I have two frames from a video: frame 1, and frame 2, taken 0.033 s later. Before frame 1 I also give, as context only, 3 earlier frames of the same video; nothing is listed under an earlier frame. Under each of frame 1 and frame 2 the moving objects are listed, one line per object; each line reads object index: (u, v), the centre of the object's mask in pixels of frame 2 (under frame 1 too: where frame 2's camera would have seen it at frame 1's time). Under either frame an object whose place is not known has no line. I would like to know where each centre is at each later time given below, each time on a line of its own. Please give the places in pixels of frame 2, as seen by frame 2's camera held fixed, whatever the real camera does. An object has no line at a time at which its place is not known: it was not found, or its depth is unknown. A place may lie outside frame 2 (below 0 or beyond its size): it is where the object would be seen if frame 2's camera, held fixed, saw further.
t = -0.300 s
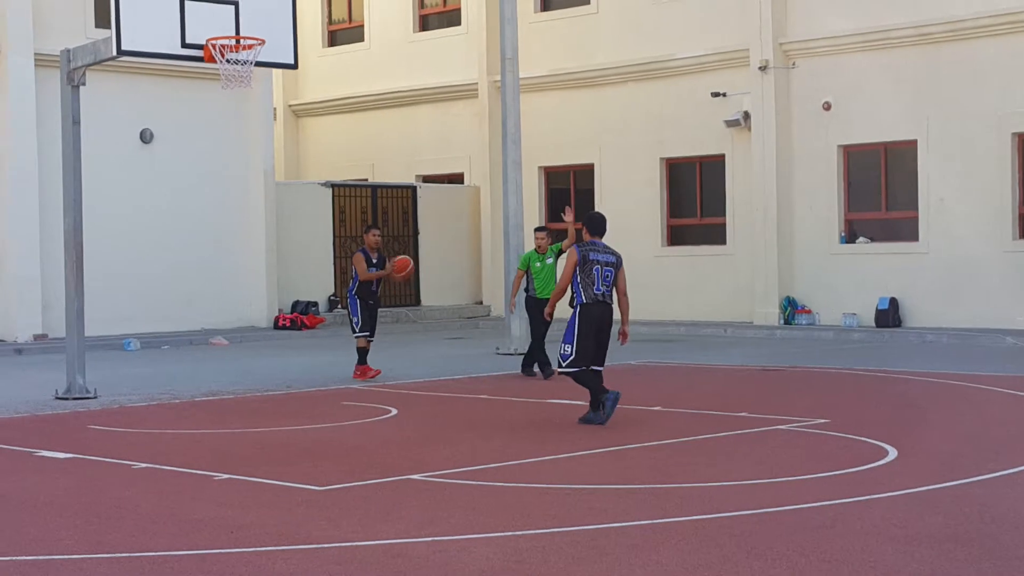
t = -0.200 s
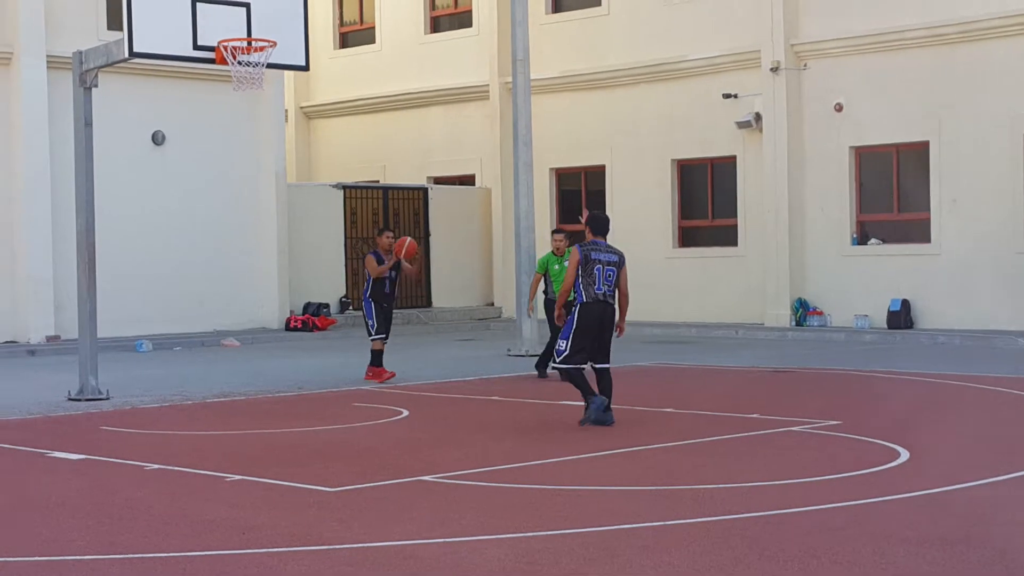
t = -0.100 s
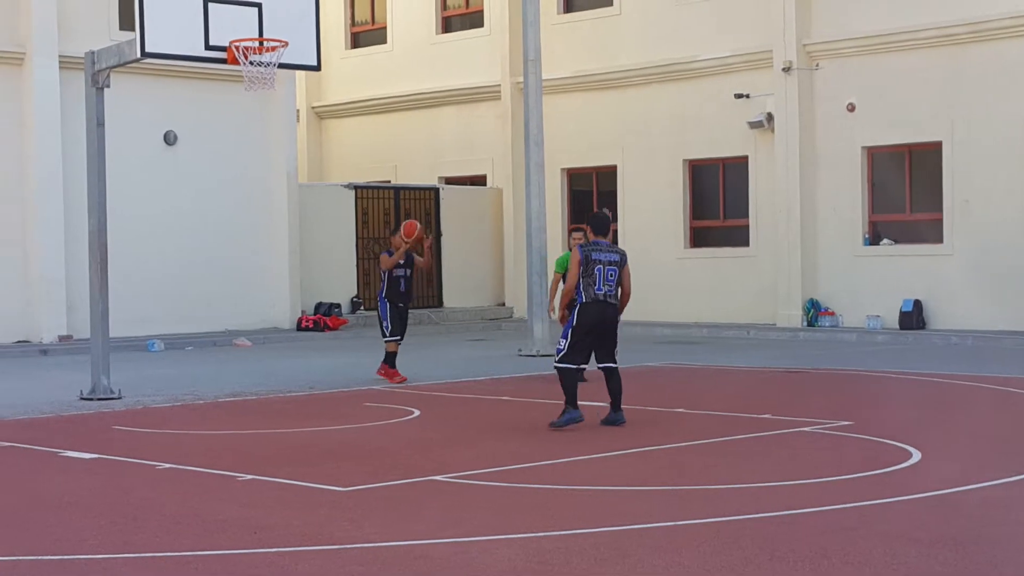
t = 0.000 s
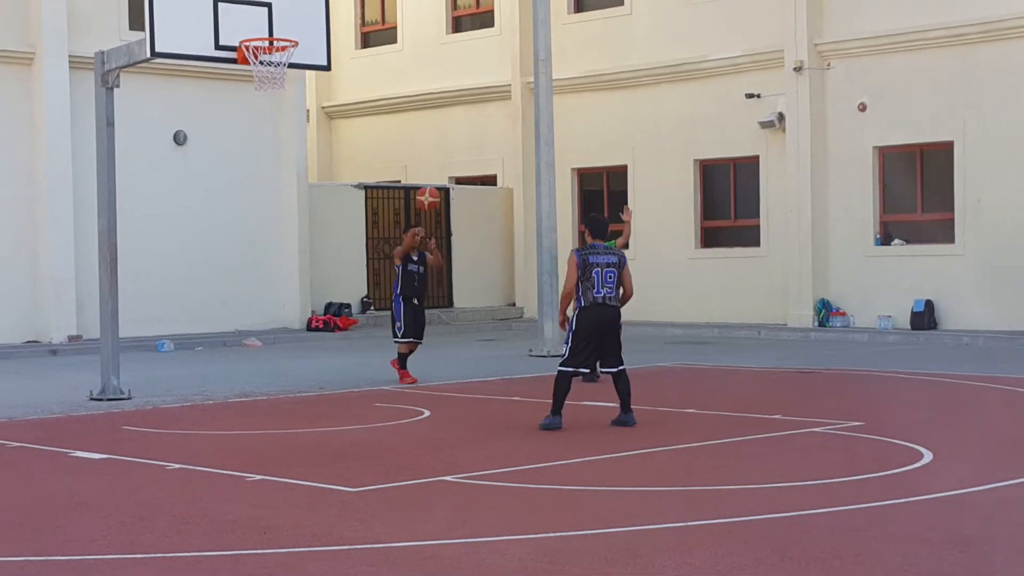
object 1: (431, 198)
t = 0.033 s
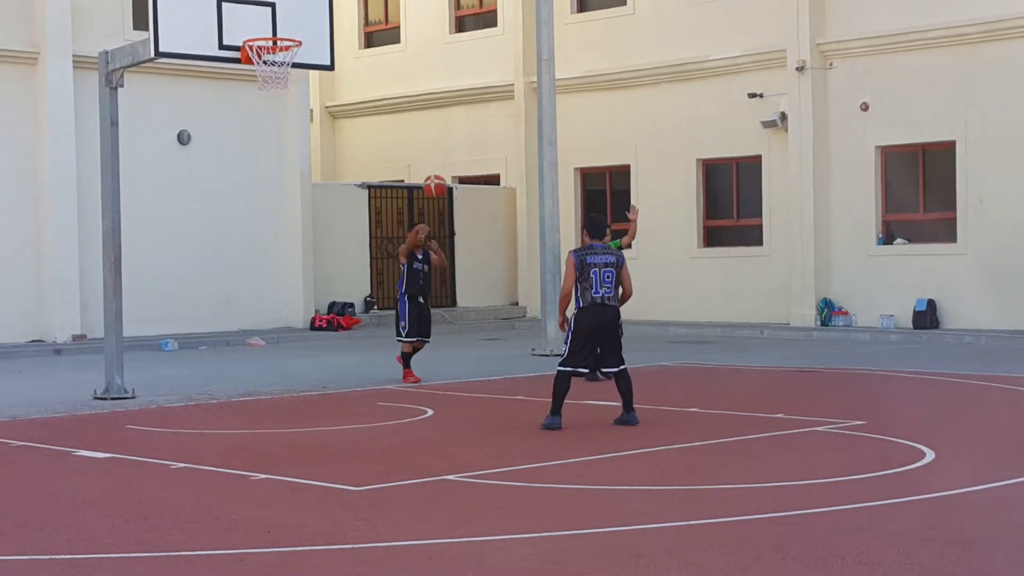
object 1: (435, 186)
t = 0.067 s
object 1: (439, 175)
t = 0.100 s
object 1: (443, 165)
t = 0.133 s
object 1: (447, 156)
